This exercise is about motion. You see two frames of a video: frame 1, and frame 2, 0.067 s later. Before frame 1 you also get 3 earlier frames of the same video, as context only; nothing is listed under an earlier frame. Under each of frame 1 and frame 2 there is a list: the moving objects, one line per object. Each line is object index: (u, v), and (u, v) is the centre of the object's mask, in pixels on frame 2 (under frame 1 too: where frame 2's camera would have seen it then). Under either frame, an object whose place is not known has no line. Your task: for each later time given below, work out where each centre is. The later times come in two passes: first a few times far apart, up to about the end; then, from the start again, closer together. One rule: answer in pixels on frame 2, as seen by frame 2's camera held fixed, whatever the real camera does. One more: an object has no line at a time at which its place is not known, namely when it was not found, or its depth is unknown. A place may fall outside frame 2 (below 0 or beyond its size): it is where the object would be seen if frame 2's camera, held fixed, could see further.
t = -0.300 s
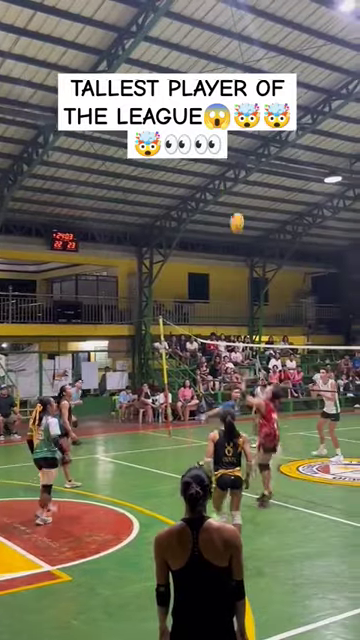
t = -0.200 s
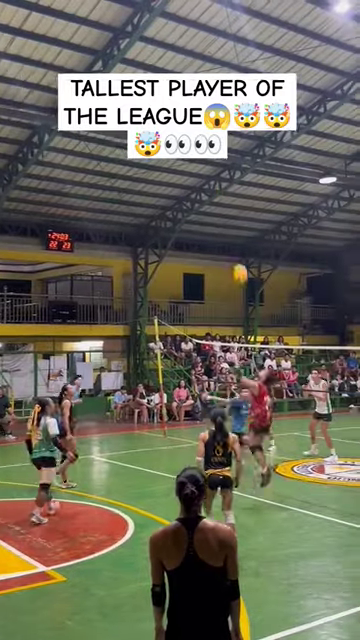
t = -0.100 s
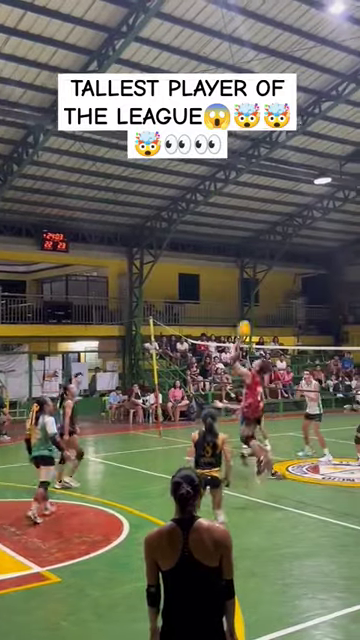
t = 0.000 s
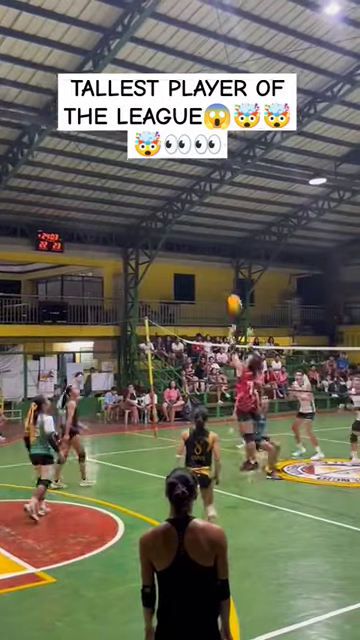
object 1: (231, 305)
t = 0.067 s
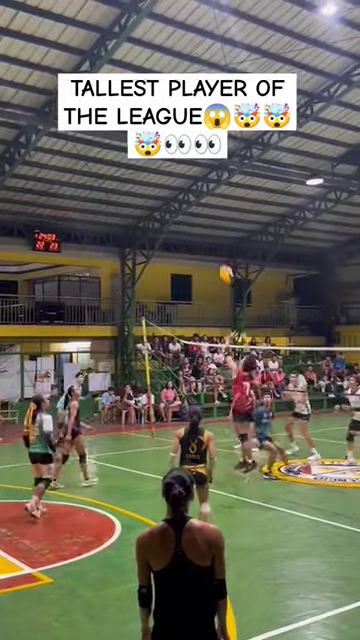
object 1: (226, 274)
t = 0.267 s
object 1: (210, 210)
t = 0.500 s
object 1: (198, 174)
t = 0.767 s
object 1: (184, 169)
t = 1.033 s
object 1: (173, 194)
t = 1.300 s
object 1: (164, 250)
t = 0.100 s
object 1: (223, 261)
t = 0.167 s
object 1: (218, 238)
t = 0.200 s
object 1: (215, 227)
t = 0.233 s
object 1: (212, 218)
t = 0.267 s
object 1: (210, 210)
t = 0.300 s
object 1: (208, 202)
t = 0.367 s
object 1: (203, 190)
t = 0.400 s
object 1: (202, 185)
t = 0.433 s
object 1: (201, 182)
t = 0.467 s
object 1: (199, 176)
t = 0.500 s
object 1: (198, 174)
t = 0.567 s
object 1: (194, 169)
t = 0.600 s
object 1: (192, 168)
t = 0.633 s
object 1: (191, 167)
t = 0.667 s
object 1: (189, 167)
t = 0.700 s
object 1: (186, 167)
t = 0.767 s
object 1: (184, 169)
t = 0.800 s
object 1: (184, 169)
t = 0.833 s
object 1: (182, 172)
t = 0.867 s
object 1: (180, 173)
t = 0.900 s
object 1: (178, 178)
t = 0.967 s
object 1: (175, 185)
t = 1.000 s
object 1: (174, 191)
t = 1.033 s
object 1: (173, 194)
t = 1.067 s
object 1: (172, 200)
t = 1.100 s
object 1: (171, 207)
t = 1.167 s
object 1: (169, 220)
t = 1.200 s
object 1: (167, 227)
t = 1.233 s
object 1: (167, 234)
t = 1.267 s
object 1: (166, 242)
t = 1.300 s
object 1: (164, 250)
